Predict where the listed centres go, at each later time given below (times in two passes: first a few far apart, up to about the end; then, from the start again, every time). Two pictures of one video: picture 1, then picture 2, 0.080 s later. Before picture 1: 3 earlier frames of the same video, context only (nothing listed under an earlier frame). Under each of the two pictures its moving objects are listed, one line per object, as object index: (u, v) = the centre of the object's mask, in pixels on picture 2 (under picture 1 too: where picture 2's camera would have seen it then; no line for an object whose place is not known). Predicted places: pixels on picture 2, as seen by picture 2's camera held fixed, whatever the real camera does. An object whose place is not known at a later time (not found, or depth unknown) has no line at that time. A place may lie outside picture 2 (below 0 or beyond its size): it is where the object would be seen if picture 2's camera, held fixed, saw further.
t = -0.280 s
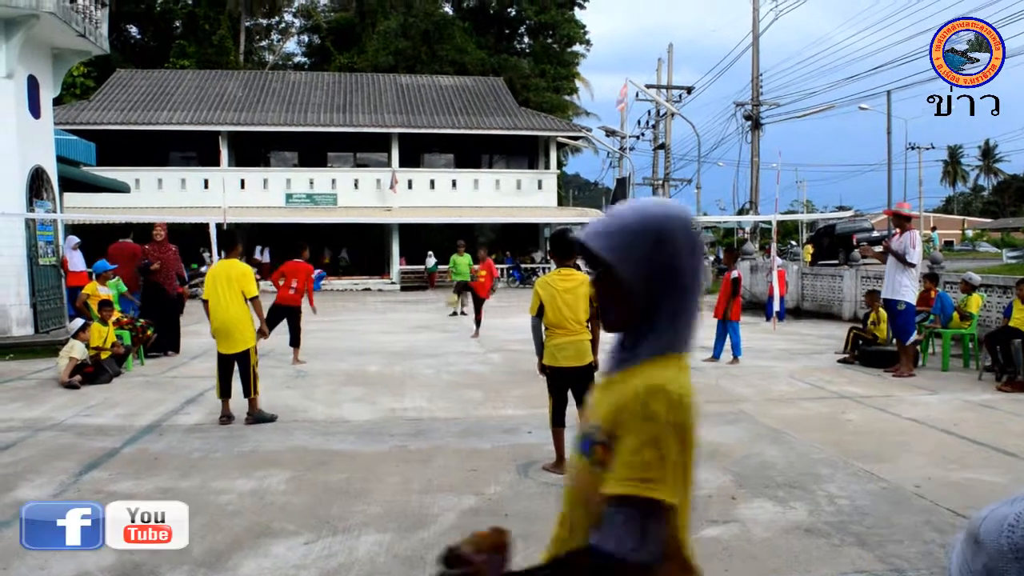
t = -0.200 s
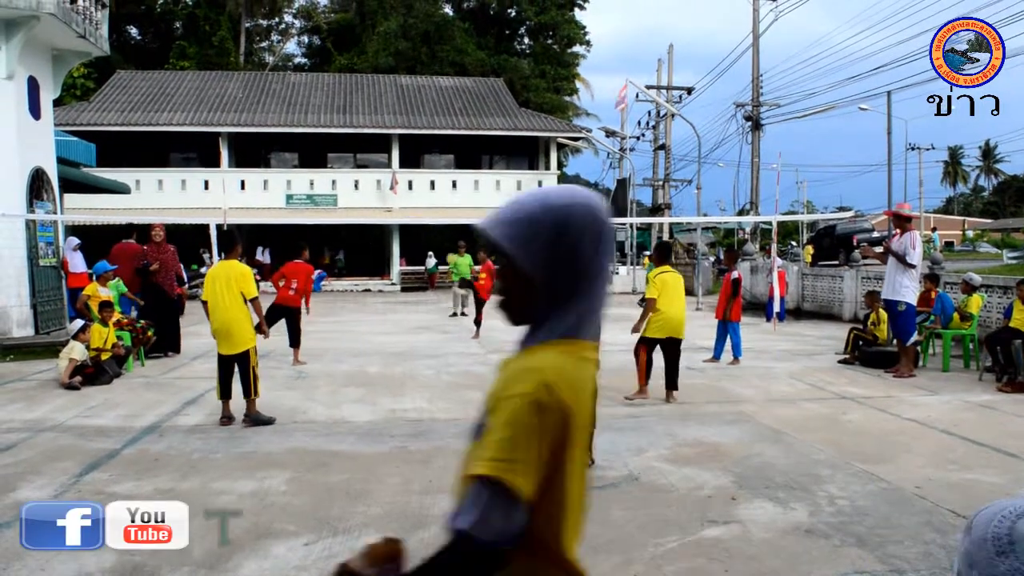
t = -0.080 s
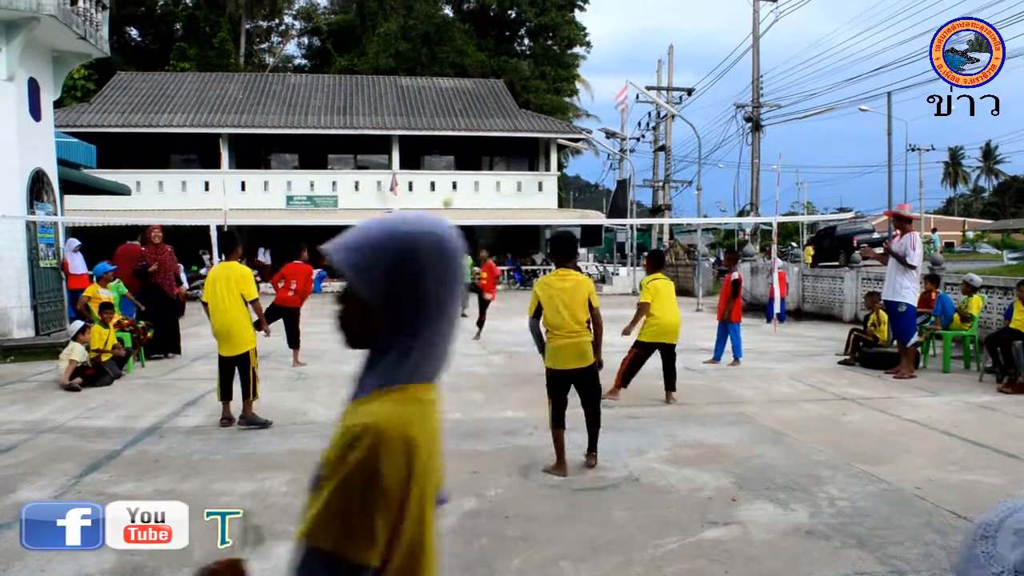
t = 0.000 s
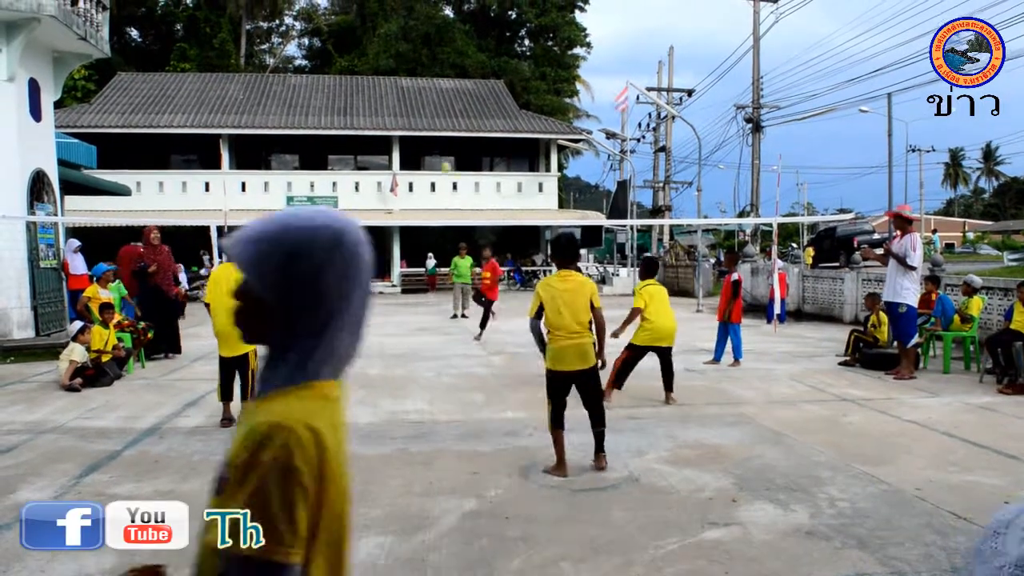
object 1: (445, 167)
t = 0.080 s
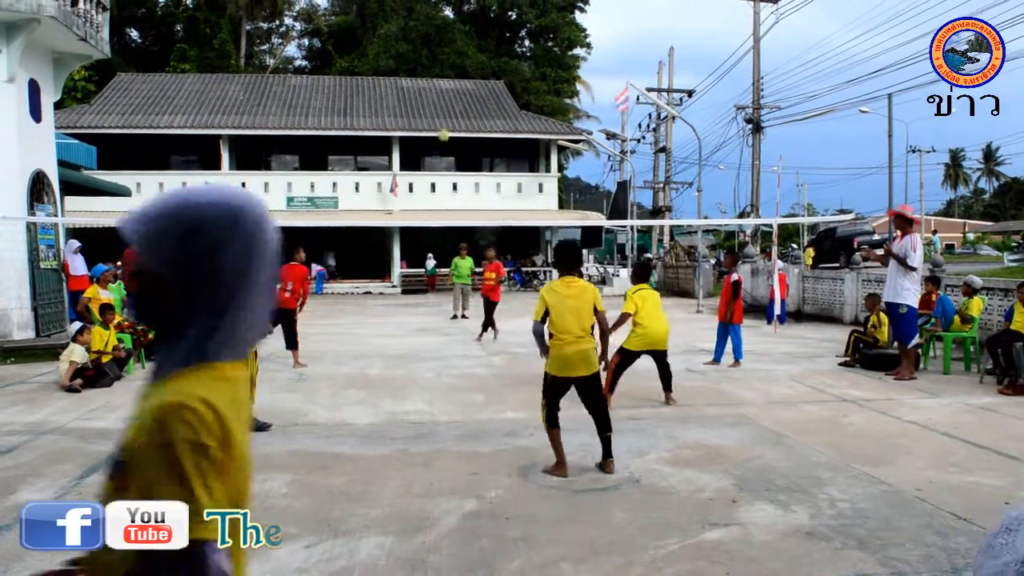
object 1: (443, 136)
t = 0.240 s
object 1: (437, 77)
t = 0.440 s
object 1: (429, 26)
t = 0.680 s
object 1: (415, 4)
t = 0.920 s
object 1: (396, 53)
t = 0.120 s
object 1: (442, 120)
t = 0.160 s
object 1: (441, 104)
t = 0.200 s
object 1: (440, 89)
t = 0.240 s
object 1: (437, 77)
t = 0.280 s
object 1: (436, 65)
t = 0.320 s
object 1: (434, 53)
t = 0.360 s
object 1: (432, 43)
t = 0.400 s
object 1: (431, 34)
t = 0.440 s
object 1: (429, 26)
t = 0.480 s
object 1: (427, 18)
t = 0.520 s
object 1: (425, 12)
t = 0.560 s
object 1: (423, 8)
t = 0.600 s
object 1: (420, 5)
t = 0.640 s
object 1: (418, 4)
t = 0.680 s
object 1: (415, 4)
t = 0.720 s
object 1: (413, 6)
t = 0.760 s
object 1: (409, 11)
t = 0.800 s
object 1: (406, 17)
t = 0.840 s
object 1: (403, 26)
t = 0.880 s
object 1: (399, 38)
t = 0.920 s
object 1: (396, 53)
